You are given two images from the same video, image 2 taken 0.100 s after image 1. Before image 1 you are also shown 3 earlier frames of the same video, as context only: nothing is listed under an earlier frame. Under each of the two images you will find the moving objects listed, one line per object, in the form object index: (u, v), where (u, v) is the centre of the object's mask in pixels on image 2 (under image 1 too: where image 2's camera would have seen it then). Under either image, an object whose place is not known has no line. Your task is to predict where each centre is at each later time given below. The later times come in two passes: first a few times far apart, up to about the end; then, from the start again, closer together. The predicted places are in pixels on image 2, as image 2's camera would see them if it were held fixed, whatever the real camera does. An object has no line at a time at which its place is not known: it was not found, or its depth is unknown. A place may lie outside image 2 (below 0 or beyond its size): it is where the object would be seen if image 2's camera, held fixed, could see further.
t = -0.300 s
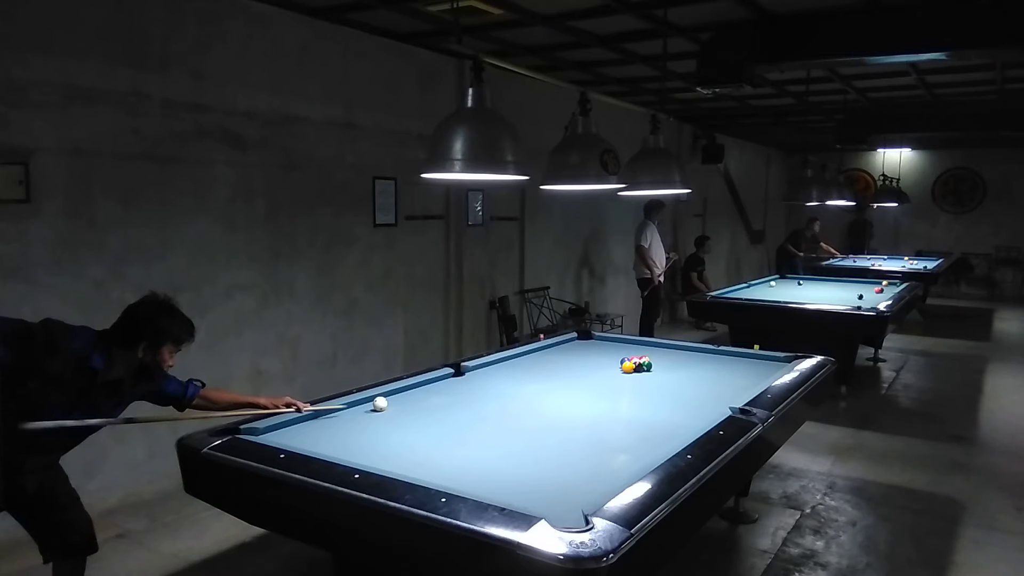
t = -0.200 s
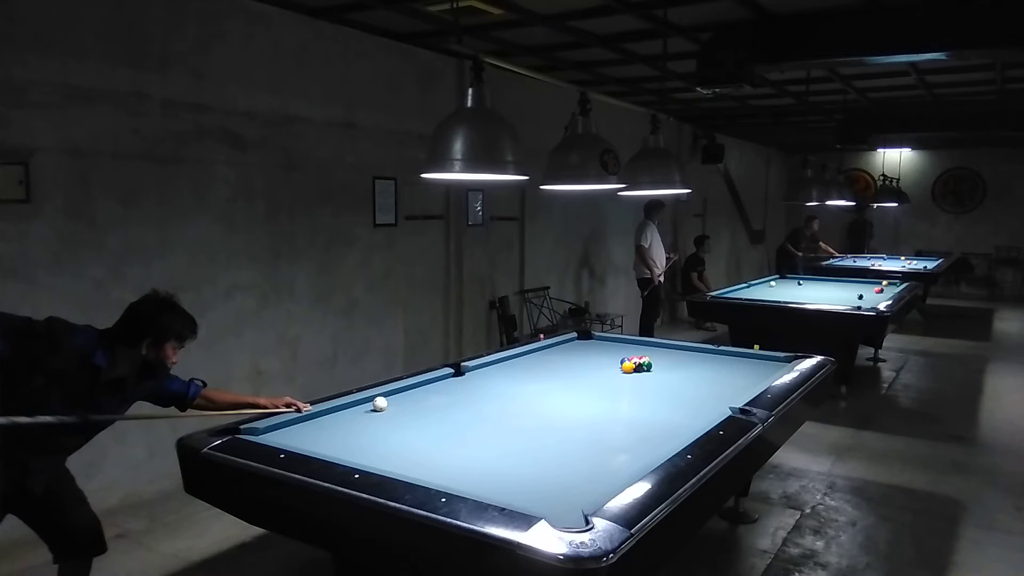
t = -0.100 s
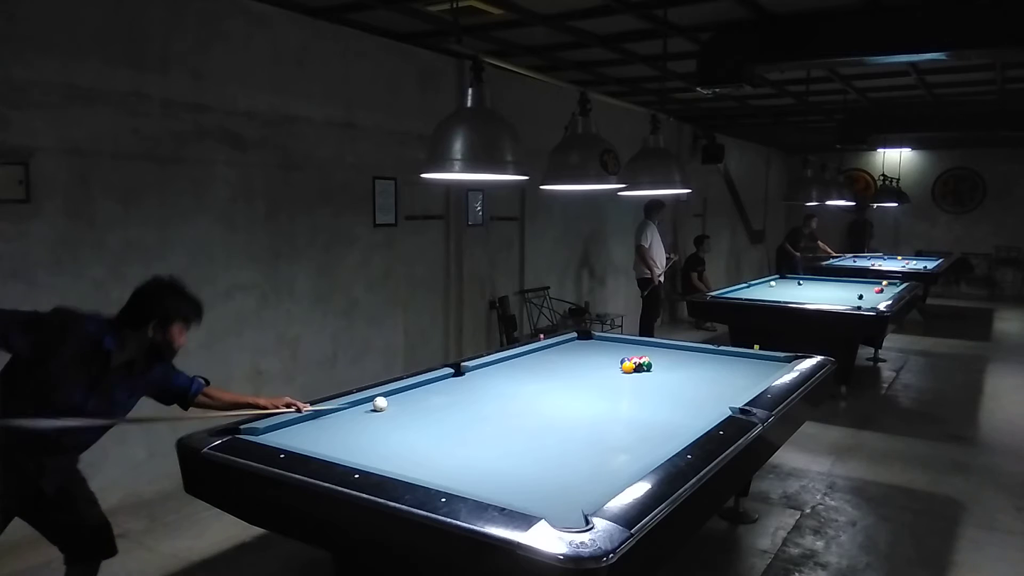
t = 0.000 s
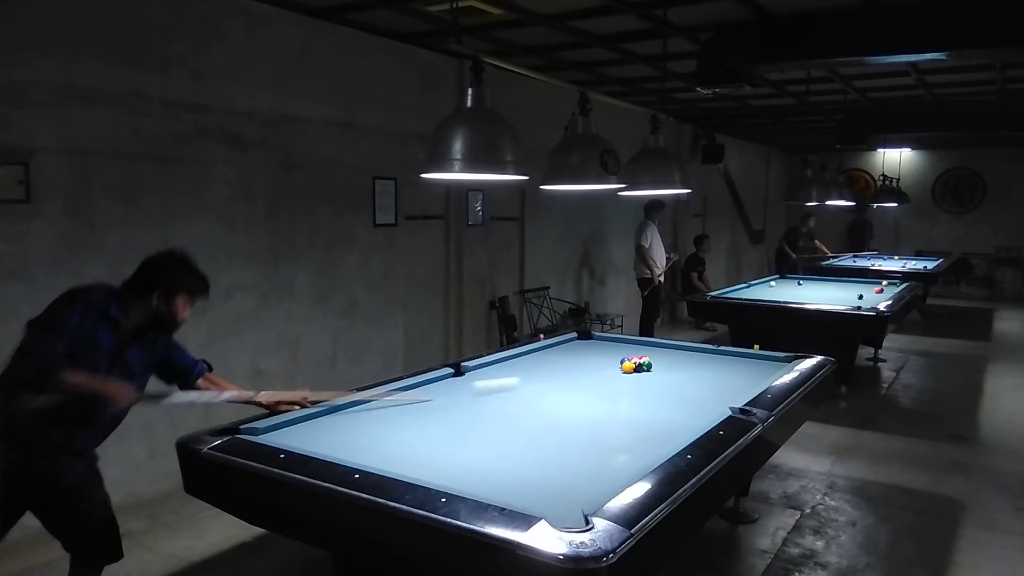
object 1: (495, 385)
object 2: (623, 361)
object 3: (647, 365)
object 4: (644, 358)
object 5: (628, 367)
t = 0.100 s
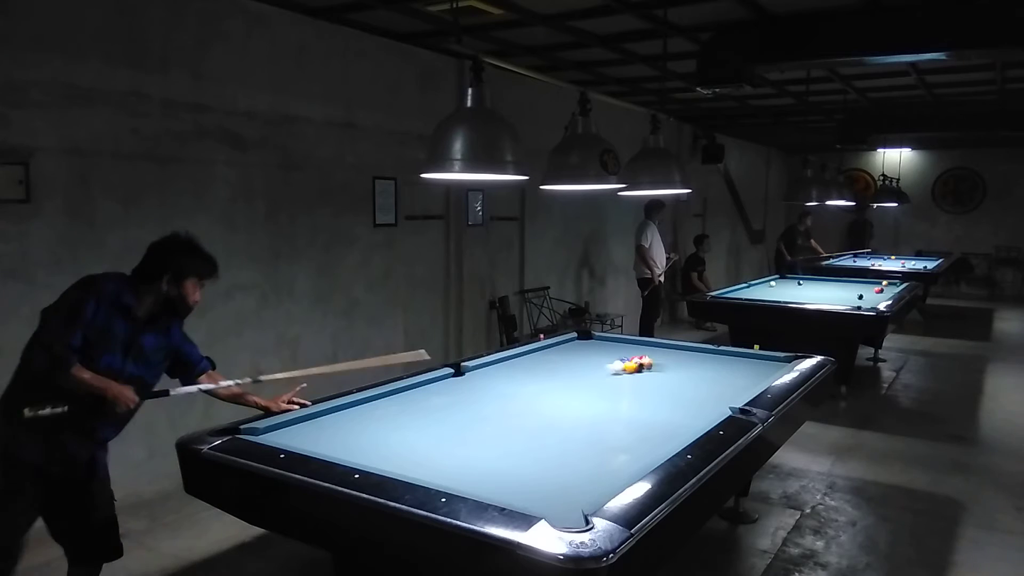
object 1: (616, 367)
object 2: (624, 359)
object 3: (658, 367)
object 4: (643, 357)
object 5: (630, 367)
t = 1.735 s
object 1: (615, 359)
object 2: (563, 386)
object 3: (553, 358)
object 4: (514, 361)
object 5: (474, 400)
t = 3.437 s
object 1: (625, 355)
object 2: (681, 430)
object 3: (441, 401)
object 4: (433, 390)
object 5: (377, 430)
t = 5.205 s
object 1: (625, 355)
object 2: (622, 430)
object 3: (388, 452)
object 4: (375, 417)
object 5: (397, 461)
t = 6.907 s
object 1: (625, 355)
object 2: (618, 430)
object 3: (493, 435)
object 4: (344, 428)
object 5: (406, 469)
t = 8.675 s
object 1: (625, 354)
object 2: (618, 430)
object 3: (528, 430)
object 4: (343, 429)
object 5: (406, 469)
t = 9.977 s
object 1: (625, 355)
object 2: (618, 431)
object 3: (528, 430)
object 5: (406, 469)
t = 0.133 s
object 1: (616, 363)
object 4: (642, 355)
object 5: (639, 368)
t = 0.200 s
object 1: (610, 362)
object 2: (598, 365)
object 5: (660, 374)
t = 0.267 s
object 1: (604, 368)
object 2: (585, 364)
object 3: (780, 365)
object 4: (643, 348)
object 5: (677, 379)
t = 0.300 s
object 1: (603, 367)
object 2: (579, 364)
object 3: (772, 365)
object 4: (643, 346)
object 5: (686, 381)
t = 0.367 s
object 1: (600, 368)
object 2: (565, 363)
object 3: (752, 359)
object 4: (642, 343)
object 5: (702, 386)
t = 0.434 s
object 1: (599, 368)
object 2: (551, 363)
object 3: (736, 355)
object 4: (637, 344)
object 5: (719, 391)
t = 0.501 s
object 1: (600, 368)
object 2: (538, 363)
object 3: (721, 352)
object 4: (631, 344)
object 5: (735, 394)
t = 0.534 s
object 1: (600, 367)
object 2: (532, 362)
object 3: (712, 350)
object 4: (628, 344)
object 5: (733, 395)
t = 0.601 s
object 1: (601, 367)
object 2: (519, 362)
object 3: (694, 350)
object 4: (622, 346)
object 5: (719, 396)
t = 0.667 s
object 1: (602, 366)
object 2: (506, 362)
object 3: (683, 350)
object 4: (616, 346)
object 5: (704, 396)
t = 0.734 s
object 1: (603, 366)
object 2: (502, 362)
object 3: (676, 351)
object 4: (610, 347)
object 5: (689, 397)
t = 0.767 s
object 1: (604, 366)
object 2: (504, 363)
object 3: (672, 351)
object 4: (607, 347)
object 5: (682, 397)
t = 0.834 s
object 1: (605, 365)
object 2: (508, 364)
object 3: (664, 351)
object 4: (601, 348)
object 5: (667, 397)
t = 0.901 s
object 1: (606, 364)
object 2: (512, 366)
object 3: (655, 352)
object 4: (594, 349)
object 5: (653, 397)
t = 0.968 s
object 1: (607, 364)
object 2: (516, 367)
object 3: (647, 352)
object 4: (588, 351)
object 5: (638, 397)
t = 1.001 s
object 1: (607, 363)
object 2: (518, 368)
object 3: (643, 352)
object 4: (585, 351)
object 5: (631, 398)
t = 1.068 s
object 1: (608, 363)
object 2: (522, 370)
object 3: (635, 353)
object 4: (578, 352)
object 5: (616, 398)
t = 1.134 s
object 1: (609, 362)
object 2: (526, 371)
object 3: (627, 353)
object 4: (572, 352)
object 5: (602, 398)
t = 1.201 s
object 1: (610, 362)
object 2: (530, 373)
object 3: (618, 354)
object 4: (566, 354)
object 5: (588, 398)
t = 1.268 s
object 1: (611, 362)
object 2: (534, 374)
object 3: (610, 353)
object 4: (560, 355)
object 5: (573, 398)
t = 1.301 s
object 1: (611, 361)
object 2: (536, 375)
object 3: (605, 354)
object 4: (556, 355)
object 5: (566, 398)
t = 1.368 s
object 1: (612, 361)
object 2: (540, 377)
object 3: (598, 355)
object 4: (550, 356)
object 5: (552, 399)
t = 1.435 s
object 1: (613, 360)
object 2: (544, 378)
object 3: (590, 356)
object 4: (543, 357)
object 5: (538, 399)
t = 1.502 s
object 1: (613, 360)
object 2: (548, 380)
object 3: (581, 356)
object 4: (537, 358)
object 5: (524, 399)
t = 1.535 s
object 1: (613, 360)
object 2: (551, 381)
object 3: (577, 357)
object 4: (533, 358)
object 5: (516, 399)
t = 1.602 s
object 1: (614, 359)
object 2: (555, 382)
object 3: (569, 357)
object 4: (527, 360)
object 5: (502, 399)
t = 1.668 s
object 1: (615, 359)
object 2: (559, 384)
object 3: (561, 358)
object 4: (521, 360)
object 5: (488, 399)
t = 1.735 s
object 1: (615, 359)
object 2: (563, 386)
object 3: (553, 358)
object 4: (514, 361)
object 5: (474, 400)
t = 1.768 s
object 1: (616, 359)
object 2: (566, 386)
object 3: (549, 359)
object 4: (510, 362)
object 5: (467, 400)
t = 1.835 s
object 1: (616, 358)
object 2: (570, 388)
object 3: (541, 359)
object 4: (504, 363)
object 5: (453, 400)
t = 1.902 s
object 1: (617, 358)
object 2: (574, 390)
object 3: (533, 359)
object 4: (497, 364)
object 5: (439, 400)
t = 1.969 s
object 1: (618, 358)
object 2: (579, 392)
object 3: (524, 360)
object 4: (490, 365)
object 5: (425, 401)
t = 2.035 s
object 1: (618, 357)
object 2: (583, 394)
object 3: (517, 360)
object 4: (483, 366)
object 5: (411, 401)
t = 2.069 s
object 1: (618, 357)
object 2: (585, 394)
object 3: (513, 360)
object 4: (482, 366)
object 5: (404, 401)
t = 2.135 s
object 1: (619, 357)
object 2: (590, 396)
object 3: (504, 361)
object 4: (480, 368)
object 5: (390, 401)
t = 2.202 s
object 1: (619, 357)
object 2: (594, 398)
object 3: (499, 362)
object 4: (477, 369)
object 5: (376, 402)
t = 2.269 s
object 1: (620, 356)
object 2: (599, 400)
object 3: (497, 364)
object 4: (475, 370)
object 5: (363, 402)
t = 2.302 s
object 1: (620, 356)
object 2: (601, 401)
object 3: (495, 365)
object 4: (474, 370)
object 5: (363, 403)
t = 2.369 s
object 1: (620, 356)
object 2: (606, 403)
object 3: (492, 367)
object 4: (471, 372)
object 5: (364, 404)
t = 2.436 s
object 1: (621, 356)
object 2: (610, 404)
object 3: (490, 369)
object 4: (469, 373)
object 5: (365, 406)
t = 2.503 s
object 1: (621, 356)
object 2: (615, 406)
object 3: (487, 371)
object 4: (466, 374)
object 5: (366, 408)
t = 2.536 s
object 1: (621, 356)
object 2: (617, 407)
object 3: (485, 372)
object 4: (465, 374)
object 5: (366, 408)
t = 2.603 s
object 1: (622, 356)
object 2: (622, 409)
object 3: (482, 374)
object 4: (463, 376)
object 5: (367, 410)
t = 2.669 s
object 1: (622, 355)
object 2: (627, 411)
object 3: (479, 376)
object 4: (461, 377)
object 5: (368, 411)
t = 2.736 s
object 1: (623, 355)
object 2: (631, 413)
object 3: (476, 378)
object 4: (458, 378)
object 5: (369, 413)
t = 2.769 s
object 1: (623, 355)
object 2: (634, 414)
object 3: (474, 379)
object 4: (457, 379)
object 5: (369, 414)
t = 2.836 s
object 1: (624, 355)
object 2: (639, 415)
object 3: (471, 381)
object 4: (454, 380)
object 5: (370, 415)
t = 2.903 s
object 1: (624, 355)
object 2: (643, 417)
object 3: (468, 383)
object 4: (452, 381)
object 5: (371, 417)
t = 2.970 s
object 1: (624, 355)
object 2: (648, 419)
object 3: (465, 385)
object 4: (450, 383)
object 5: (372, 418)
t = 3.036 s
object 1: (625, 355)
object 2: (653, 421)
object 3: (461, 387)
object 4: (447, 384)
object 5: (372, 420)
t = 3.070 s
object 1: (625, 355)
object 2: (656, 422)
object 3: (460, 389)
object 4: (446, 384)
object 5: (373, 421)
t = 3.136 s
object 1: (625, 355)
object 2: (660, 424)
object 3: (456, 391)
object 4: (444, 385)
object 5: (374, 422)
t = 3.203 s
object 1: (625, 355)
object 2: (665, 426)
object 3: (453, 393)
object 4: (441, 387)
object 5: (374, 424)
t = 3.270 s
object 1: (625, 355)
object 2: (670, 428)
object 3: (450, 395)
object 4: (439, 388)
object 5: (375, 426)
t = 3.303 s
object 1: (625, 355)
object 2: (673, 429)
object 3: (448, 397)
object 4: (437, 388)
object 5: (376, 427)
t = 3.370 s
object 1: (625, 355)
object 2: (677, 430)
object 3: (444, 399)
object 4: (436, 389)
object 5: (377, 428)
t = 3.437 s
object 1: (625, 355)
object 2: (681, 430)
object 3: (441, 401)
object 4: (433, 390)
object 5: (377, 430)
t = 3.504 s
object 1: (625, 355)
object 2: (681, 431)
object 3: (437, 404)
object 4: (431, 391)
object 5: (378, 431)
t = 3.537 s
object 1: (625, 355)
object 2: (680, 432)
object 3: (435, 405)
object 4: (429, 392)
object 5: (379, 432)
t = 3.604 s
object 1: (625, 355)
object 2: (676, 432)
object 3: (431, 408)
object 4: (427, 394)
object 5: (379, 433)
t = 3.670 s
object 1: (625, 355)
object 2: (673, 433)
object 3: (427, 410)
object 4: (424, 395)
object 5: (380, 435)
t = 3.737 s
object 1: (625, 354)
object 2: (670, 433)
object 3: (424, 413)
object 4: (422, 396)
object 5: (381, 436)
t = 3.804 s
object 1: (625, 354)
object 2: (666, 433)
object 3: (419, 416)
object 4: (419, 397)
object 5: (382, 437)
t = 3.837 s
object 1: (625, 354)
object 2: (664, 432)
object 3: (417, 417)
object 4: (418, 398)
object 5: (382, 438)
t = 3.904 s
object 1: (625, 354)
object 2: (661, 432)
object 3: (413, 420)
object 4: (416, 399)
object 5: (383, 440)
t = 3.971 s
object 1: (625, 354)
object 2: (658, 432)
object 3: (408, 423)
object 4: (413, 400)
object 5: (384, 440)
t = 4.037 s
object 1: (625, 354)
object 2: (655, 432)
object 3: (404, 425)
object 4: (411, 401)
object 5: (385, 442)
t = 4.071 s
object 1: (625, 354)
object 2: (653, 432)
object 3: (402, 427)
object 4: (410, 401)
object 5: (385, 442)
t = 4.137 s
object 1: (625, 354)
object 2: (651, 432)
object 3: (398, 430)
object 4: (408, 403)
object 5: (386, 444)
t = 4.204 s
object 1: (625, 355)
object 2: (648, 432)
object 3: (394, 432)
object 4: (405, 403)
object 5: (387, 445)
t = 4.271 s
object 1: (625, 354)
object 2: (645, 431)
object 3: (389, 433)
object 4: (403, 404)
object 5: (387, 446)
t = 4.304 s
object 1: (625, 355)
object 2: (644, 431)
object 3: (387, 434)
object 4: (402, 405)
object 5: (388, 447)
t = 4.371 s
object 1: (625, 355)
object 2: (641, 431)
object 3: (380, 438)
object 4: (400, 406)
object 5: (388, 448)
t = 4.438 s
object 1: (625, 355)
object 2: (639, 431)
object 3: (376, 443)
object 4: (398, 407)
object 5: (389, 450)
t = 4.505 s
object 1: (625, 355)
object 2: (637, 431)
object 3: (372, 447)
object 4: (395, 408)
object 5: (390, 451)
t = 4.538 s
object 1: (625, 355)
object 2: (636, 431)
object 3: (369, 449)
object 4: (394, 408)
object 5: (390, 452)
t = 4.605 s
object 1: (625, 355)
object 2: (634, 431)
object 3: (365, 451)
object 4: (392, 409)
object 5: (391, 453)
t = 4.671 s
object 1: (625, 355)
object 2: (632, 431)
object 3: (360, 454)
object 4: (390, 410)
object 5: (392, 454)
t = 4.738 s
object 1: (625, 355)
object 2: (630, 431)
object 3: (355, 456)
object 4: (388, 411)
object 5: (392, 455)
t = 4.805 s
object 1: (625, 355)
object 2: (629, 431)
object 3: (352, 456)
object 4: (386, 412)
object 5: (393, 456)
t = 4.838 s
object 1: (625, 355)
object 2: (628, 430)
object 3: (355, 457)
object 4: (385, 413)
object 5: (394, 456)
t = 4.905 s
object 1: (625, 355)
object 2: (627, 431)
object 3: (361, 457)
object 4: (383, 414)
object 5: (394, 458)
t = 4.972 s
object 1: (625, 355)
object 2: (626, 431)
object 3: (368, 457)
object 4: (381, 414)
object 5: (395, 459)
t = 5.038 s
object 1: (625, 355)
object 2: (624, 430)
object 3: (374, 456)
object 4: (379, 415)
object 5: (396, 459)
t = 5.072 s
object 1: (625, 355)
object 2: (624, 430)
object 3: (377, 456)
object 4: (378, 415)
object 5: (396, 460)
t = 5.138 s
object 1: (625, 355)
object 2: (623, 430)
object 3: (382, 455)
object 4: (377, 416)
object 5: (397, 460)
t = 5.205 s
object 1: (625, 355)
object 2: (622, 430)
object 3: (388, 452)
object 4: (375, 417)
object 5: (397, 461)
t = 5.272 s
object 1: (625, 355)
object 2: (621, 430)
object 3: (394, 449)
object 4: (373, 418)
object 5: (398, 462)
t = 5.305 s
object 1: (625, 355)
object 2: (621, 430)
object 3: (397, 449)
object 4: (372, 418)
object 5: (398, 462)
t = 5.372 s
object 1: (625, 355)
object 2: (620, 430)
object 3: (404, 449)
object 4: (370, 419)
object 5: (399, 463)
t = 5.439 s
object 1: (625, 355)
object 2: (620, 430)
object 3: (409, 450)
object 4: (368, 420)
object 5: (399, 463)
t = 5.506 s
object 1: (625, 355)
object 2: (619, 430)
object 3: (413, 449)
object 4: (367, 420)
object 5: (400, 464)
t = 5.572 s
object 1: (625, 355)
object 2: (619, 430)
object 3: (419, 448)
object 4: (365, 421)
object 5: (400, 464)
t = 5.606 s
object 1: (625, 355)
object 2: (619, 430)
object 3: (421, 448)
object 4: (364, 421)
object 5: (400, 465)
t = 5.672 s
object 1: (625, 355)
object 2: (619, 430)
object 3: (426, 447)
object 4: (362, 422)
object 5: (401, 465)
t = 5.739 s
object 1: (625, 355)
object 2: (619, 430)
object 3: (430, 446)
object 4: (361, 423)
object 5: (401, 466)
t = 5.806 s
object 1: (625, 355)
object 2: (618, 430)
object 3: (435, 446)
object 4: (359, 423)
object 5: (402, 466)
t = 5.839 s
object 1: (625, 355)
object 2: (618, 430)
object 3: (437, 445)
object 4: (359, 424)
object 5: (402, 466)
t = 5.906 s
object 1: (625, 355)
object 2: (618, 430)
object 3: (442, 444)
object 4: (357, 424)
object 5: (403, 466)
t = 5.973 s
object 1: (625, 355)
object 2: (618, 430)
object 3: (446, 444)
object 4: (356, 424)
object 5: (403, 467)
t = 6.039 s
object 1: (625, 355)
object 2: (618, 430)
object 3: (450, 443)
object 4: (355, 425)
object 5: (403, 467)
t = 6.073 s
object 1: (625, 355)
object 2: (618, 431)
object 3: (452, 443)
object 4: (354, 425)
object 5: (403, 467)
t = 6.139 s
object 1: (625, 354)
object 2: (618, 430)
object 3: (456, 441)
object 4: (353, 425)
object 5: (404, 468)
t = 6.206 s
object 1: (625, 354)
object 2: (618, 430)
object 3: (460, 441)
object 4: (352, 426)
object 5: (404, 468)
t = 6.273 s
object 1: (625, 354)
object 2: (618, 430)
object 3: (464, 440)
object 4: (351, 426)
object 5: (404, 468)
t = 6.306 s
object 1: (625, 354)
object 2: (618, 430)
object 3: (466, 440)
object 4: (351, 426)
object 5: (404, 468)
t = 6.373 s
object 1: (625, 354)
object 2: (618, 430)
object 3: (469, 439)
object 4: (349, 427)
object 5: (405, 468)
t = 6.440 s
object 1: (625, 354)
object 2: (618, 430)
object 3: (473, 439)
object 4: (349, 427)
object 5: (405, 469)
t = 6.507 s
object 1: (625, 354)
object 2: (618, 431)
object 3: (476, 438)
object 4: (348, 427)
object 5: (405, 469)
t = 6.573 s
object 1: (625, 354)
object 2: (618, 431)
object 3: (479, 438)
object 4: (347, 427)
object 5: (406, 469)
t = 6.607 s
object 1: (625, 355)
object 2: (618, 431)
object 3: (481, 437)
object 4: (347, 427)
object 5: (406, 469)
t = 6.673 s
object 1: (625, 355)
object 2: (618, 431)
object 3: (484, 437)
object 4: (346, 428)
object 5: (406, 469)
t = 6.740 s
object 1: (625, 354)
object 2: (618, 431)
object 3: (486, 437)
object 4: (345, 428)
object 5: (406, 469)
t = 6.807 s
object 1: (625, 355)
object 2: (618, 431)
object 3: (489, 436)
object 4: (345, 428)
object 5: (406, 469)
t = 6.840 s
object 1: (625, 355)
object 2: (618, 431)
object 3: (491, 435)
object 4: (345, 428)
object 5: (406, 469)
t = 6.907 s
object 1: (625, 355)
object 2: (618, 430)
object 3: (493, 435)
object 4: (344, 428)
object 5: (406, 469)
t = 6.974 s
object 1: (625, 355)
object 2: (618, 430)
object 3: (495, 435)
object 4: (344, 428)
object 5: (406, 469)
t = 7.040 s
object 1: (625, 355)
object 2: (618, 430)
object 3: (498, 434)
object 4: (344, 428)
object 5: (406, 469)
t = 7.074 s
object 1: (625, 355)
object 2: (618, 430)
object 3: (499, 434)
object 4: (343, 429)
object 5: (406, 469)
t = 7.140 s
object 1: (625, 355)
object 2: (618, 430)
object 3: (501, 434)
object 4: (343, 429)
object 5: (406, 469)
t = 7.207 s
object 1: (625, 354)
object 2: (618, 430)
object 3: (504, 434)
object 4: (343, 429)
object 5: (406, 469)
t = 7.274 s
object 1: (625, 354)
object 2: (618, 430)
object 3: (506, 433)
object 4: (343, 429)
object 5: (406, 469)
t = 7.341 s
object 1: (625, 355)
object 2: (618, 430)
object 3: (508, 433)
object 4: (343, 429)
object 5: (406, 469)
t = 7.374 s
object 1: (625, 354)
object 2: (618, 430)
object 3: (509, 433)
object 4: (343, 429)
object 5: (406, 469)
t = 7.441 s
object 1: (625, 355)
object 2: (618, 430)
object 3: (511, 433)
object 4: (343, 429)
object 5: (406, 469)
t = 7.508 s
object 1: (625, 354)
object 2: (618, 430)
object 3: (513, 432)
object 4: (343, 429)
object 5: (406, 469)
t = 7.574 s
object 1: (625, 354)
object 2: (618, 430)
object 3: (514, 432)
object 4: (343, 429)
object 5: (406, 469)
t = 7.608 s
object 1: (625, 354)
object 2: (618, 430)
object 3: (515, 432)
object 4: (343, 429)
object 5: (406, 469)
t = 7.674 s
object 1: (625, 354)
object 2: (618, 430)
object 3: (517, 432)
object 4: (343, 429)
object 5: (406, 469)
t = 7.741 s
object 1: (625, 354)
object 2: (618, 430)
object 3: (518, 431)
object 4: (343, 429)
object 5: (406, 469)
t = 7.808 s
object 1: (625, 354)
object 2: (618, 430)
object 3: (520, 432)
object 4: (343, 429)
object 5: (406, 469)
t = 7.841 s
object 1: (625, 354)
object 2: (618, 430)
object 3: (520, 432)
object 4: (343, 429)
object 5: (406, 469)
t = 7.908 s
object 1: (625, 354)
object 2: (618, 430)
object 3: (521, 431)
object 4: (343, 429)
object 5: (406, 469)
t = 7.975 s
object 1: (625, 354)
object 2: (618, 430)
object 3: (522, 431)
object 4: (343, 429)
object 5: (406, 469)
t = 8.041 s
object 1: (625, 354)
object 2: (618, 430)
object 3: (523, 431)
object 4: (343, 429)
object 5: (406, 469)
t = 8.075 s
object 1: (625, 354)
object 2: (618, 430)
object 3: (524, 431)
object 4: (344, 428)
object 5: (406, 469)
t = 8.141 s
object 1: (625, 354)
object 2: (618, 430)
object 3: (525, 431)
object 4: (344, 428)
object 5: (406, 469)
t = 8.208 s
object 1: (625, 354)
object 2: (618, 430)
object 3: (525, 431)
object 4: (344, 428)
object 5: (406, 469)
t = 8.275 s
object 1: (625, 354)
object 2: (618, 430)
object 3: (526, 431)
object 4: (343, 429)
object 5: (406, 469)
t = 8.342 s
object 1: (625, 354)
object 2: (618, 430)
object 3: (526, 431)
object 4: (343, 429)
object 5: (406, 469)
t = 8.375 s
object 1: (625, 354)
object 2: (618, 430)
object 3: (527, 430)
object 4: (343, 429)
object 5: (406, 469)
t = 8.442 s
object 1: (625, 354)
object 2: (618, 430)
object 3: (527, 430)
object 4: (344, 428)
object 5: (406, 469)
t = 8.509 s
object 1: (625, 354)
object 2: (618, 430)
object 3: (527, 430)
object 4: (343, 429)
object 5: (406, 469)
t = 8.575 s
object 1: (625, 354)
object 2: (618, 430)
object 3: (528, 430)
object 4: (343, 429)
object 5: (406, 469)
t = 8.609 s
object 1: (625, 354)
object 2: (618, 430)
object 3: (528, 430)
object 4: (344, 428)
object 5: (406, 469)
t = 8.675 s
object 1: (625, 354)
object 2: (618, 430)
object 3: (528, 430)
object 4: (343, 429)
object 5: (406, 469)
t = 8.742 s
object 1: (625, 354)
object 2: (618, 430)
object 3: (528, 430)
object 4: (343, 429)
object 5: (406, 469)
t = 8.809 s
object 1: (625, 354)
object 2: (618, 430)
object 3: (528, 430)
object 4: (344, 428)
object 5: (406, 469)
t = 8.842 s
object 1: (625, 354)
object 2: (618, 430)
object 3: (528, 430)
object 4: (343, 429)
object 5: (406, 469)
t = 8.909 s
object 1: (625, 354)
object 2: (618, 430)
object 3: (528, 430)
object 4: (343, 429)
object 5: (406, 469)
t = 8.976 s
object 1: (625, 354)
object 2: (618, 430)
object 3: (528, 430)
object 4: (343, 429)
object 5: (406, 469)
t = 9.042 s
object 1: (625, 354)
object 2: (618, 430)
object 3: (528, 430)
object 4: (343, 429)
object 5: (406, 469)
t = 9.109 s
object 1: (625, 355)
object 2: (618, 431)
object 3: (528, 430)
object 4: (343, 429)
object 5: (406, 469)
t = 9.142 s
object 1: (625, 354)
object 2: (618, 430)
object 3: (528, 430)
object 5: (406, 469)
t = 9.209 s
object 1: (625, 354)
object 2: (618, 430)
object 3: (528, 430)
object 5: (406, 469)
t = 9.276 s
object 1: (625, 354)
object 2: (618, 430)
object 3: (528, 430)
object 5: (406, 469)
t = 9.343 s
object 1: (625, 354)
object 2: (618, 430)
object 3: (528, 430)
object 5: (406, 469)
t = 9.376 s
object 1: (625, 355)
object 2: (618, 431)
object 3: (528, 430)
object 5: (406, 469)
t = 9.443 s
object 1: (625, 355)
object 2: (618, 430)
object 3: (528, 430)
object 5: (406, 469)
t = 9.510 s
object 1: (625, 355)
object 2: (618, 430)
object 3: (528, 430)
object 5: (406, 469)
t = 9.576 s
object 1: (625, 355)
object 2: (618, 430)
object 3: (528, 430)
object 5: (406, 469)
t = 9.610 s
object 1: (625, 355)
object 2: (618, 430)
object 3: (528, 430)
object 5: (406, 469)
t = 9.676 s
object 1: (625, 355)
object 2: (618, 431)
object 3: (528, 430)
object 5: (406, 469)
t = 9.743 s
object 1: (625, 355)
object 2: (618, 431)
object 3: (528, 430)
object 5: (406, 469)
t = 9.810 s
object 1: (625, 355)
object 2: (618, 431)
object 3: (528, 430)
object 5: (406, 469)
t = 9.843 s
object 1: (625, 355)
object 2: (618, 430)
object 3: (528, 430)
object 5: (406, 469)
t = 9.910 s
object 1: (625, 355)
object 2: (618, 431)
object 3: (528, 430)
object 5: (406, 469)
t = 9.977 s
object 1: (625, 355)
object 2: (618, 431)
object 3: (528, 430)
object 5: (406, 469)
